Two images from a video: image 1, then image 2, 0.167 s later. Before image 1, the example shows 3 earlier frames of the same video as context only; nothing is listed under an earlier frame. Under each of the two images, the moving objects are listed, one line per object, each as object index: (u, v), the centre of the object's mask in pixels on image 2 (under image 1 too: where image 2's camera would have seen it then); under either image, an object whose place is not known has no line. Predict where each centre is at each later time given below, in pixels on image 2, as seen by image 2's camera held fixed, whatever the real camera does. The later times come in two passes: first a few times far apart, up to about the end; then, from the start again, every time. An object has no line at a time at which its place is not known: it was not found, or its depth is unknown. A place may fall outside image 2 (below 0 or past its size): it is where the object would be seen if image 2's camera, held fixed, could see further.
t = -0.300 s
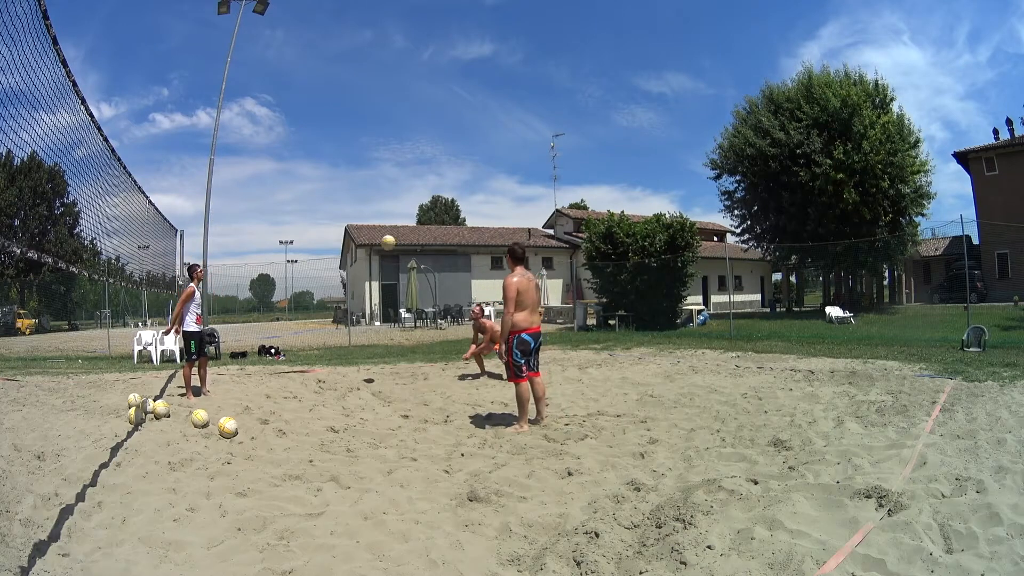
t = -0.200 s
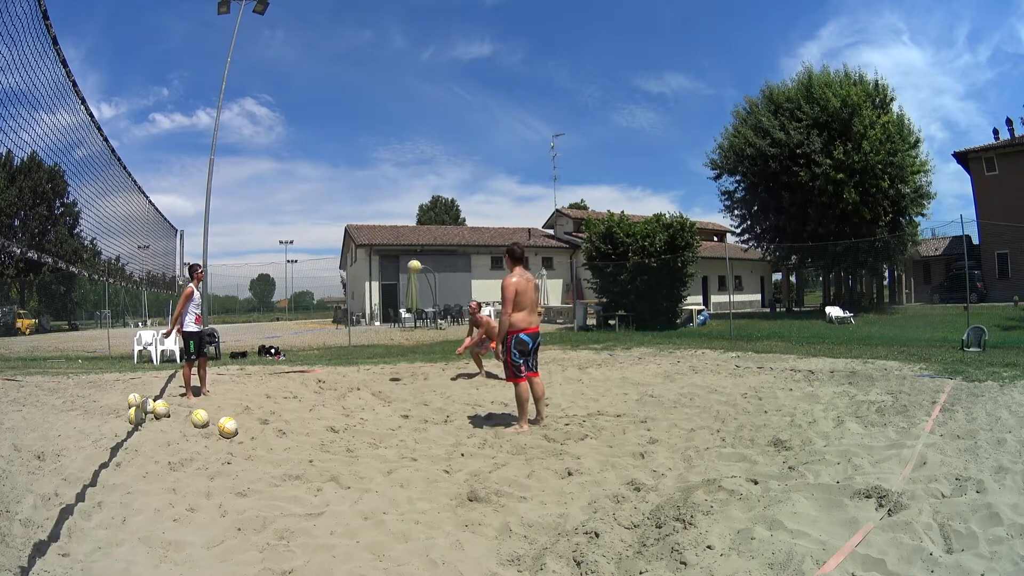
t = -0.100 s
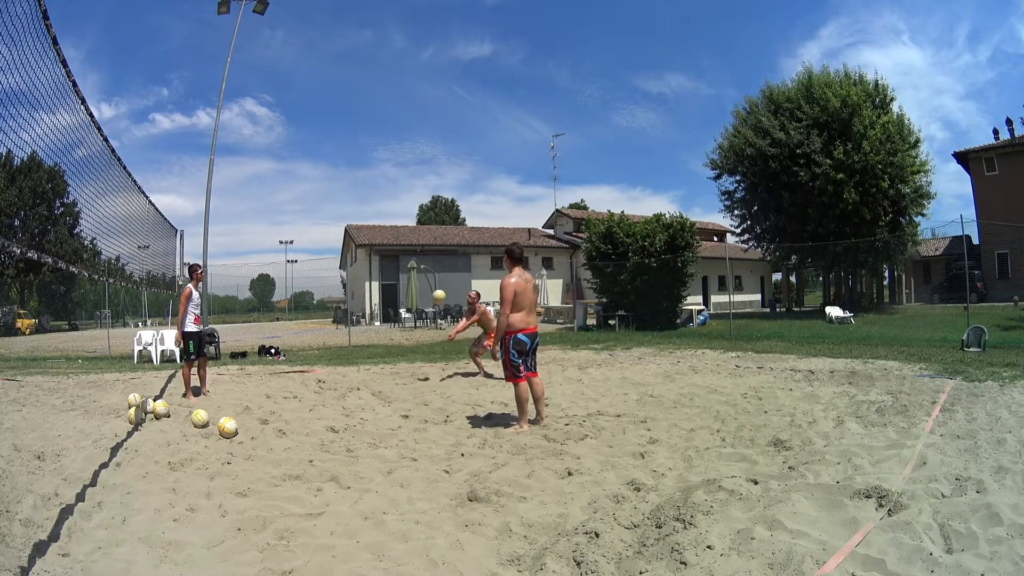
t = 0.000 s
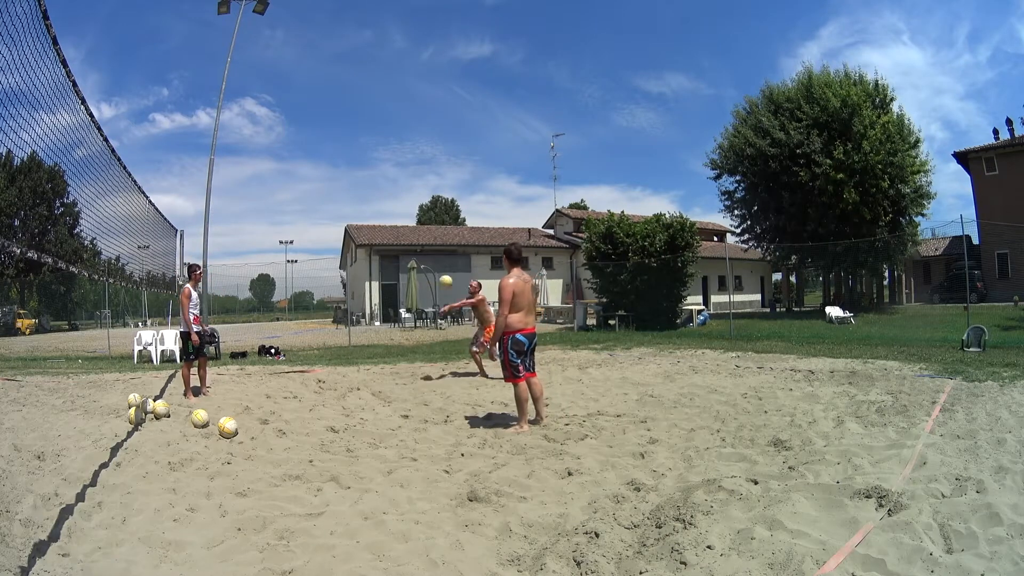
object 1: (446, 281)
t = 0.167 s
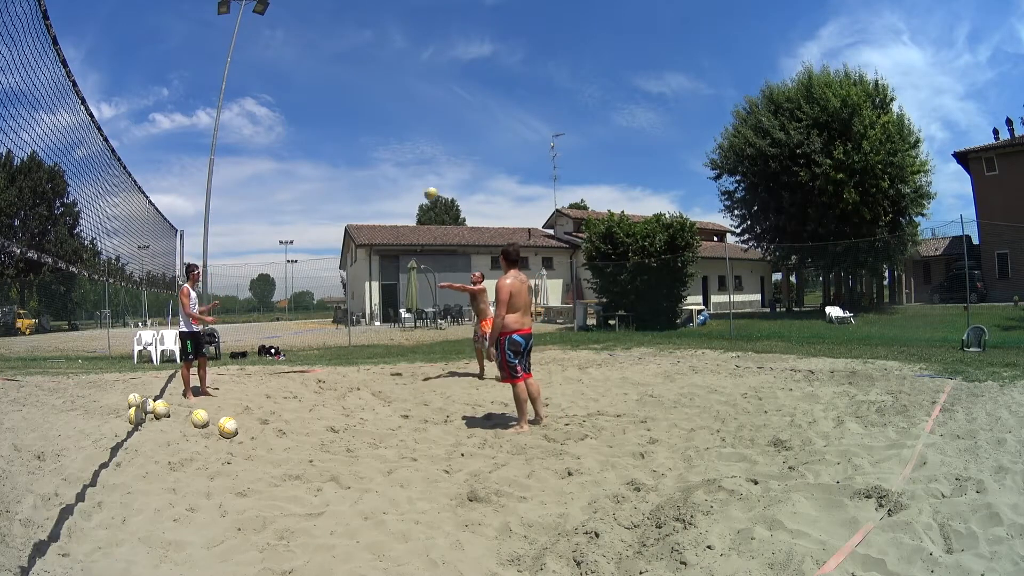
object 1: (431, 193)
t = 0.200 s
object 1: (428, 178)
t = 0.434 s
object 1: (413, 95)
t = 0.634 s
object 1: (402, 52)
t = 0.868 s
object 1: (389, 29)
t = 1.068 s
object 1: (376, 32)
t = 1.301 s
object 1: (355, 63)
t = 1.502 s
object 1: (333, 121)
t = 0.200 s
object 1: (428, 178)
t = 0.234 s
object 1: (426, 164)
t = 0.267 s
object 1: (423, 150)
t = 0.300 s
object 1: (421, 137)
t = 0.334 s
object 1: (419, 126)
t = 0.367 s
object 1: (417, 115)
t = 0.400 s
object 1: (415, 104)
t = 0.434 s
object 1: (413, 95)
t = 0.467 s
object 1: (411, 86)
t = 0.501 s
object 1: (409, 78)
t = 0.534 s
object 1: (408, 70)
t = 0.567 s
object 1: (406, 64)
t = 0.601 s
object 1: (404, 57)
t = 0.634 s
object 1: (402, 52)
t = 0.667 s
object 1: (401, 47)
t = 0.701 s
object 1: (399, 43)
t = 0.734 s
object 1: (397, 39)
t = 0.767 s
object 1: (395, 36)
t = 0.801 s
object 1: (393, 33)
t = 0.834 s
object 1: (391, 31)
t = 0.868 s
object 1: (389, 29)
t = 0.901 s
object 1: (387, 28)
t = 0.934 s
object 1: (385, 28)
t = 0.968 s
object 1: (383, 28)
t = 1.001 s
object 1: (380, 29)
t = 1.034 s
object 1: (378, 30)
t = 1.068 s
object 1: (376, 32)
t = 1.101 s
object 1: (373, 34)
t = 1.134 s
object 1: (371, 38)
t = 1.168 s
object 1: (368, 41)
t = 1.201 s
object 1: (365, 46)
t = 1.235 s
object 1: (362, 50)
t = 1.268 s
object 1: (358, 56)
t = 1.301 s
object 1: (355, 63)
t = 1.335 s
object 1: (352, 70)
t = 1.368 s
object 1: (348, 79)
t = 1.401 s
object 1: (345, 88)
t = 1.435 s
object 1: (341, 98)
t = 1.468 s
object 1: (337, 109)
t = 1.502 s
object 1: (333, 121)
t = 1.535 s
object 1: (329, 135)
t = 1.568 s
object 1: (325, 149)
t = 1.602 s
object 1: (322, 165)
